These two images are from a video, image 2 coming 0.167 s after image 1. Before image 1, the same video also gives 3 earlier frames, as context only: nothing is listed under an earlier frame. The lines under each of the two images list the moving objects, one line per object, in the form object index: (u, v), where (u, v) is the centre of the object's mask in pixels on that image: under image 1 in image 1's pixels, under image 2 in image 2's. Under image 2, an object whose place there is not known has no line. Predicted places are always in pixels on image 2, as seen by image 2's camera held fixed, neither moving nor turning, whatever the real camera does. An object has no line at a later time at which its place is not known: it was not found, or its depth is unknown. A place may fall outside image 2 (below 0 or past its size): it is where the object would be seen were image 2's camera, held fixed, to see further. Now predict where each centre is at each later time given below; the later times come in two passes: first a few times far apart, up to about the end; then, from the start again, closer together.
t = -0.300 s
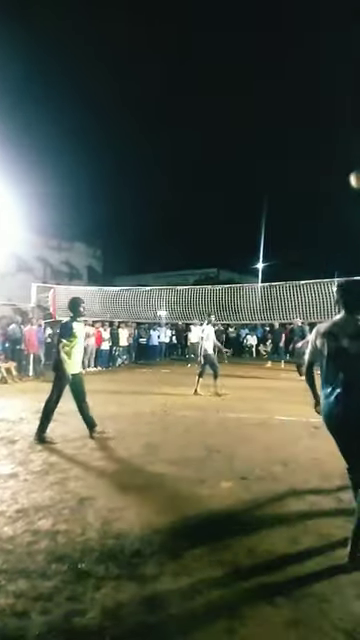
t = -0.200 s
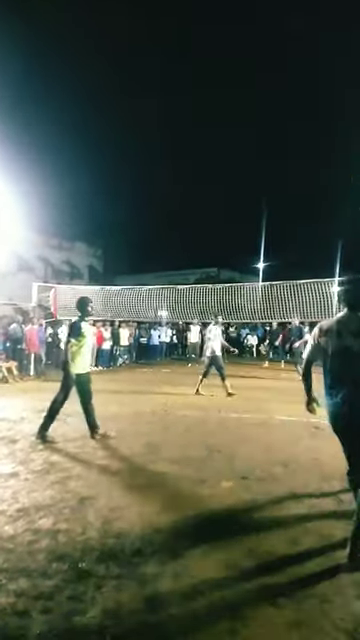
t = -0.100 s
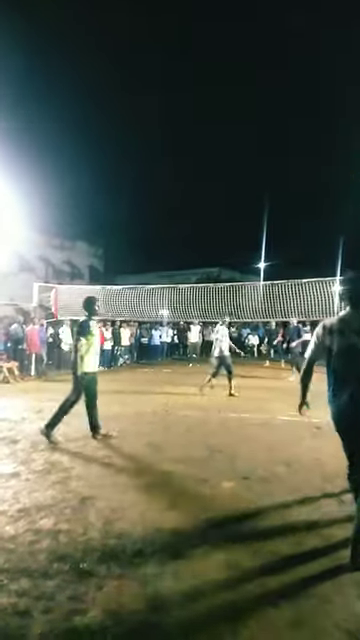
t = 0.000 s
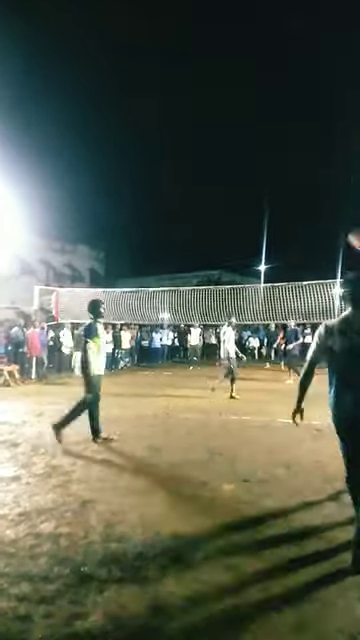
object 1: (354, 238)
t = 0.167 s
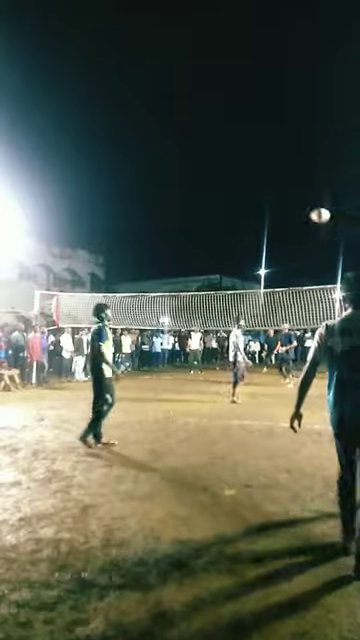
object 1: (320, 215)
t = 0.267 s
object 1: (304, 213)
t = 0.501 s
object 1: (281, 226)
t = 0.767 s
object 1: (266, 259)
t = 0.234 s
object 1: (309, 213)
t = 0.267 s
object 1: (304, 213)
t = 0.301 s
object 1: (300, 213)
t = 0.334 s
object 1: (296, 214)
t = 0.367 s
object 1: (293, 215)
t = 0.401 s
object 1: (289, 218)
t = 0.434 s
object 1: (286, 220)
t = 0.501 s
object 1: (281, 226)
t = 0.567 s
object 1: (276, 233)
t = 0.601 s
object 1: (274, 237)
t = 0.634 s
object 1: (272, 240)
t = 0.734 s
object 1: (268, 254)
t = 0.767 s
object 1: (266, 259)
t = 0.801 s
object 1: (264, 263)
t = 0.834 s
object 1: (263, 268)
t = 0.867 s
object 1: (262, 273)
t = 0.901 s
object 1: (261, 276)
